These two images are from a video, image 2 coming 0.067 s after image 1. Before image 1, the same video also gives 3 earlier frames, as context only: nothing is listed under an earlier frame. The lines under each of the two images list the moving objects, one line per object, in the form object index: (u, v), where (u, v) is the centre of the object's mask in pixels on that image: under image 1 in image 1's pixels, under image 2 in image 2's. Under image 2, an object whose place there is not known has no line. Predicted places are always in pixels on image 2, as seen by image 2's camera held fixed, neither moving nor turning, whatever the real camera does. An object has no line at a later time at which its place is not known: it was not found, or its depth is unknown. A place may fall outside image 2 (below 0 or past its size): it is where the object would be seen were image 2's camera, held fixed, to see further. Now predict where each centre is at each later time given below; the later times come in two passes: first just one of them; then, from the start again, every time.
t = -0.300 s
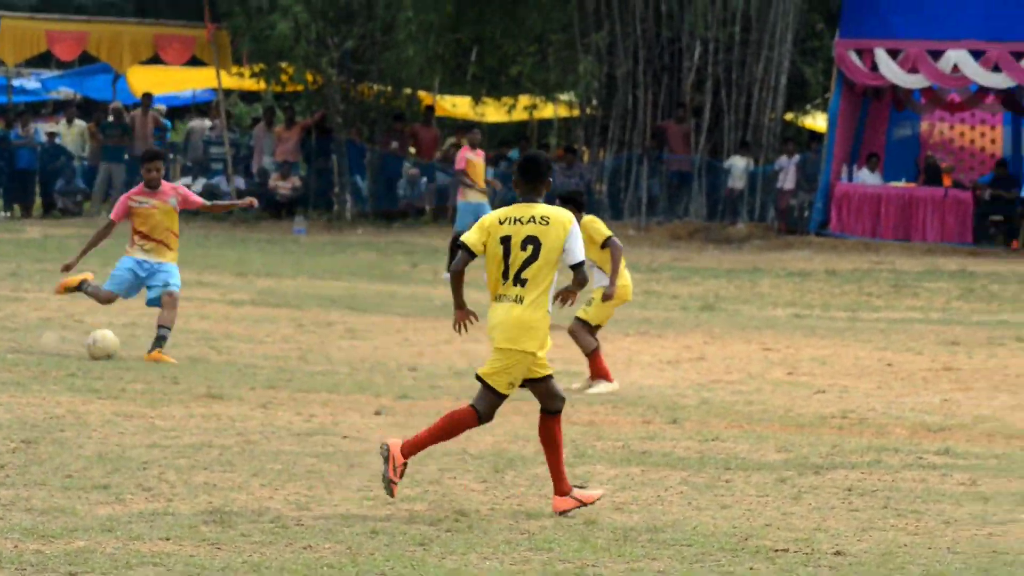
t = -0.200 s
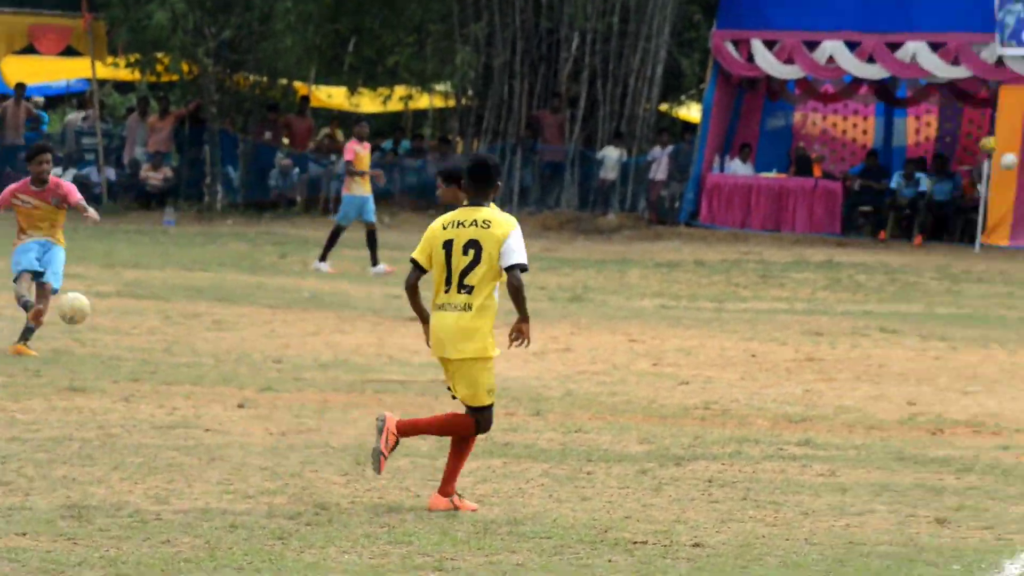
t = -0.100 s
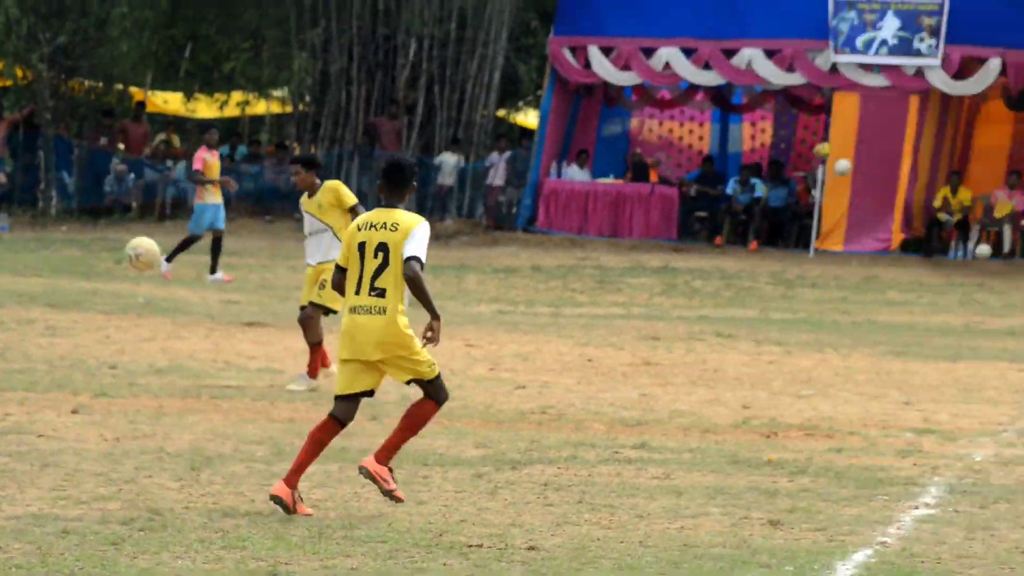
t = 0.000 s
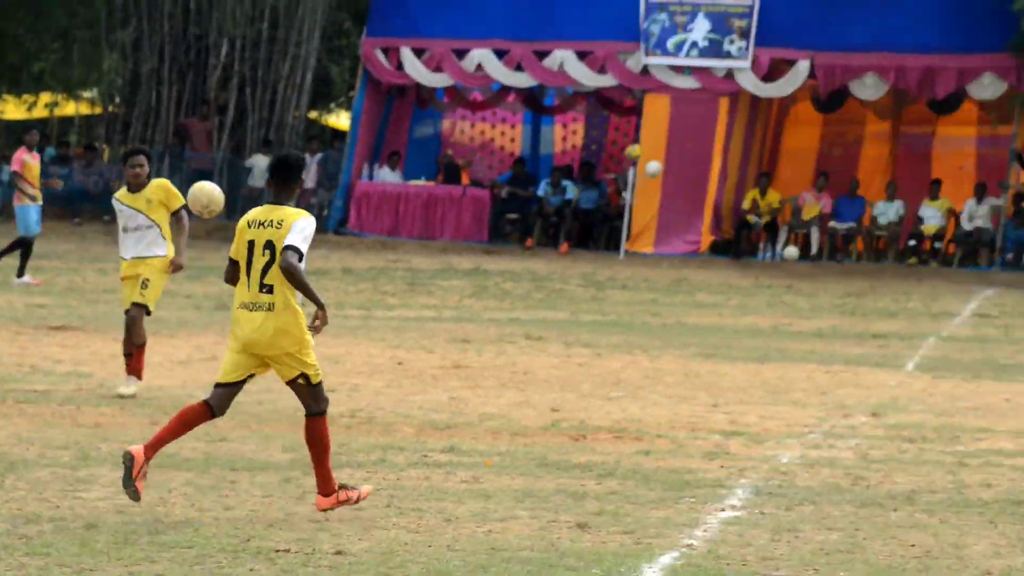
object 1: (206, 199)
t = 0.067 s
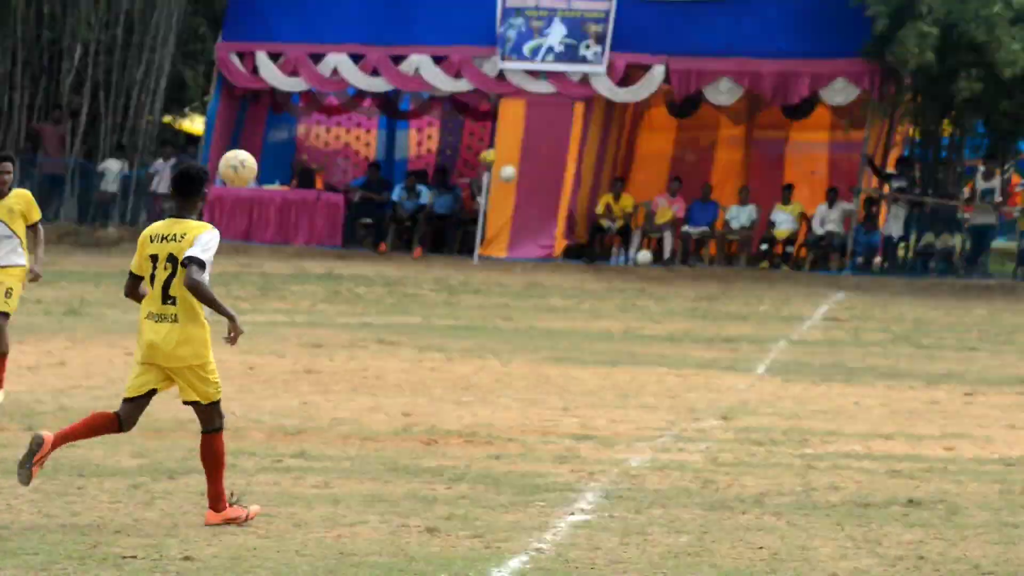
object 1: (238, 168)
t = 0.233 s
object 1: (724, 92)
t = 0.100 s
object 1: (334, 152)
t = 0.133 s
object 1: (429, 137)
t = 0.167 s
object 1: (525, 122)
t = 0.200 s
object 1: (623, 107)
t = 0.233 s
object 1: (724, 92)
